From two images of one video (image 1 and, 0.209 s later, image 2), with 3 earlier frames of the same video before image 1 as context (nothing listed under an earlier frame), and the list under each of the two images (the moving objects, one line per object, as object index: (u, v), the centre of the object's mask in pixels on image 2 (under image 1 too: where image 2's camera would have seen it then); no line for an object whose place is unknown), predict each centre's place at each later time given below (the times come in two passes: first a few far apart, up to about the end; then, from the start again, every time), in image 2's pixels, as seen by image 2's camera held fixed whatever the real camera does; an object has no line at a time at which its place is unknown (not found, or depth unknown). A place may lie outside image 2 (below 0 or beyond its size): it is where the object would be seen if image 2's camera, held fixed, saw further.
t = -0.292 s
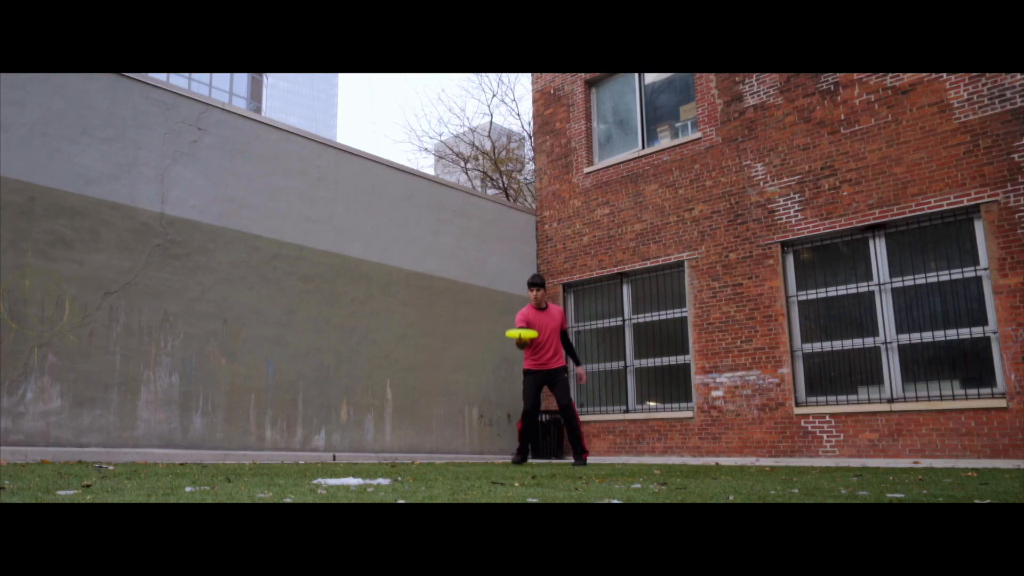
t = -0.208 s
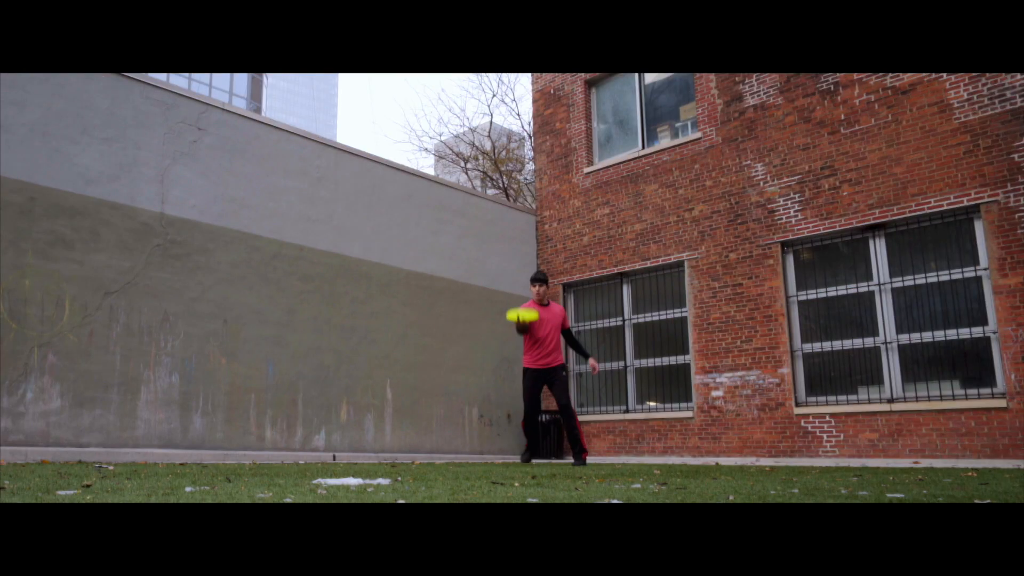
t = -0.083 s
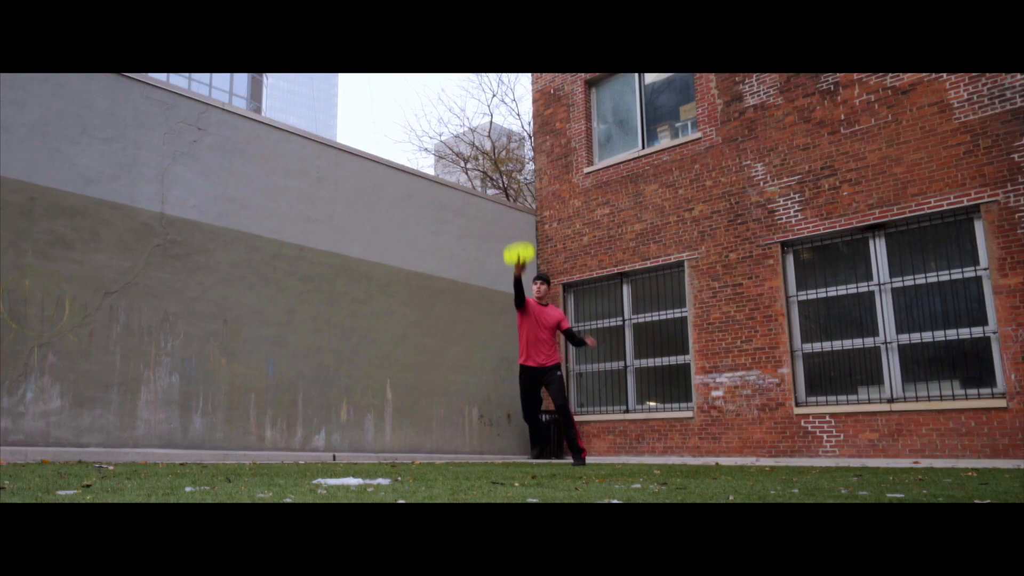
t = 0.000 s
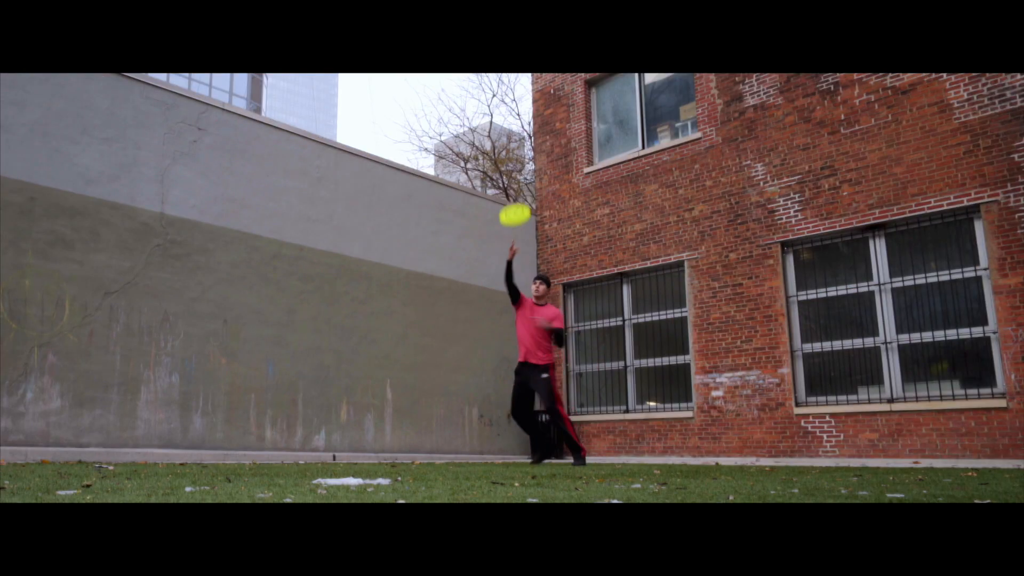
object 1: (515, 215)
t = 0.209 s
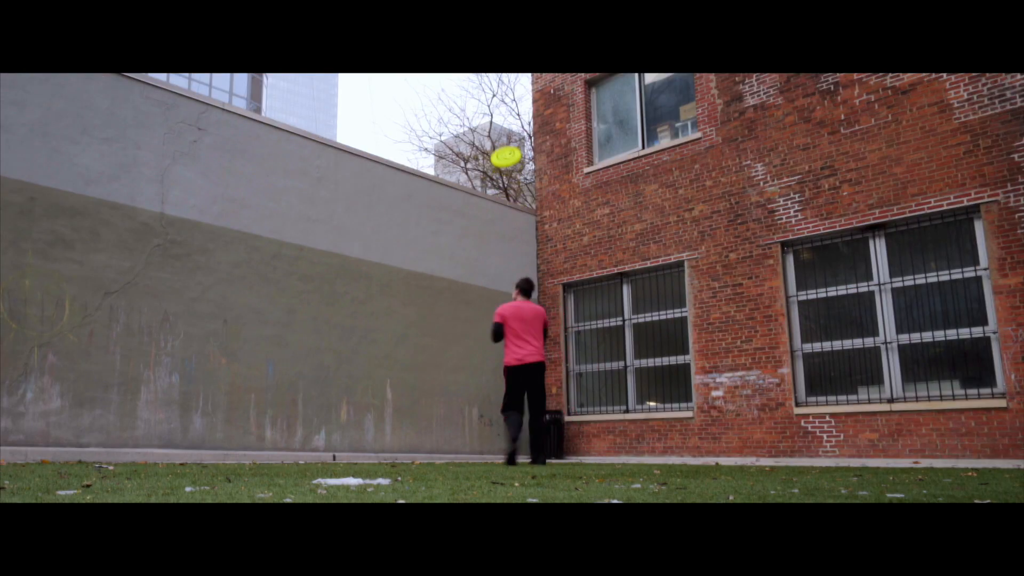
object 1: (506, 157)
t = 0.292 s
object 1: (503, 147)
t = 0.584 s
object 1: (491, 166)
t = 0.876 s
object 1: (476, 255)
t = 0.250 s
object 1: (505, 151)
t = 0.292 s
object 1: (503, 147)
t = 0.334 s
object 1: (502, 145)
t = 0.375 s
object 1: (500, 144)
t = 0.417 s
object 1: (498, 145)
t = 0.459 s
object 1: (497, 148)
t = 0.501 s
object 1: (495, 153)
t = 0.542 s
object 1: (493, 159)
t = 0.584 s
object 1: (491, 166)
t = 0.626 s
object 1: (490, 175)
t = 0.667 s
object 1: (487, 185)
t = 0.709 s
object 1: (485, 197)
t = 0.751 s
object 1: (483, 210)
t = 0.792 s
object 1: (481, 224)
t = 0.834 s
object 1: (479, 239)
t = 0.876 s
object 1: (476, 255)
